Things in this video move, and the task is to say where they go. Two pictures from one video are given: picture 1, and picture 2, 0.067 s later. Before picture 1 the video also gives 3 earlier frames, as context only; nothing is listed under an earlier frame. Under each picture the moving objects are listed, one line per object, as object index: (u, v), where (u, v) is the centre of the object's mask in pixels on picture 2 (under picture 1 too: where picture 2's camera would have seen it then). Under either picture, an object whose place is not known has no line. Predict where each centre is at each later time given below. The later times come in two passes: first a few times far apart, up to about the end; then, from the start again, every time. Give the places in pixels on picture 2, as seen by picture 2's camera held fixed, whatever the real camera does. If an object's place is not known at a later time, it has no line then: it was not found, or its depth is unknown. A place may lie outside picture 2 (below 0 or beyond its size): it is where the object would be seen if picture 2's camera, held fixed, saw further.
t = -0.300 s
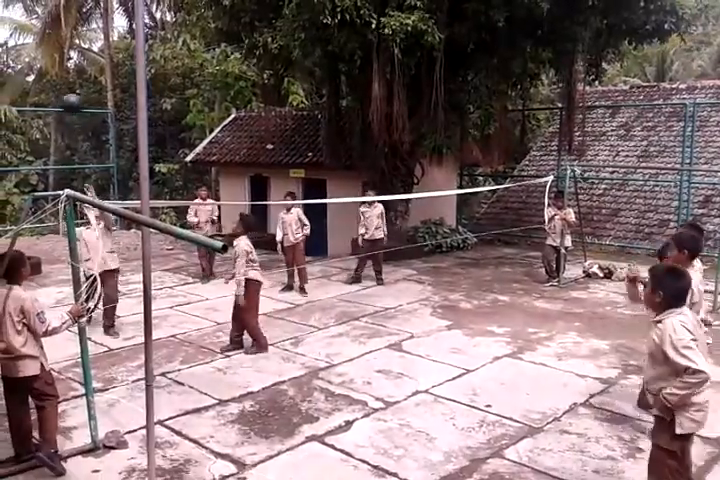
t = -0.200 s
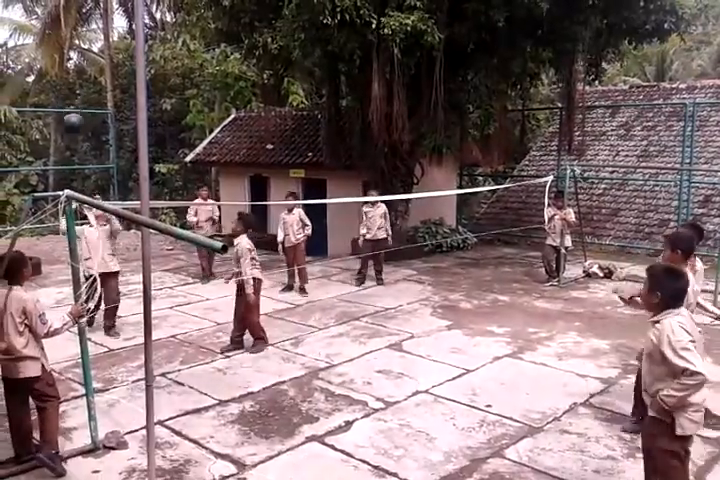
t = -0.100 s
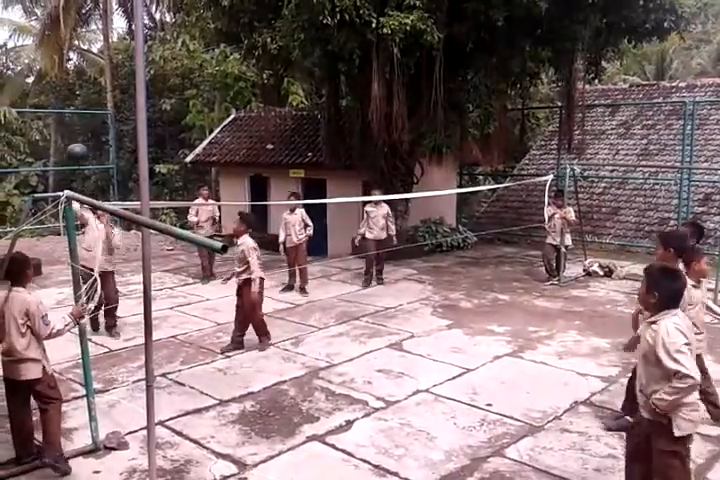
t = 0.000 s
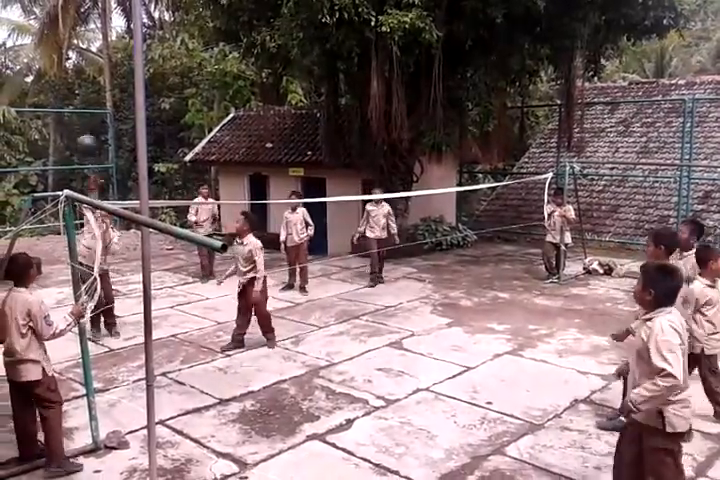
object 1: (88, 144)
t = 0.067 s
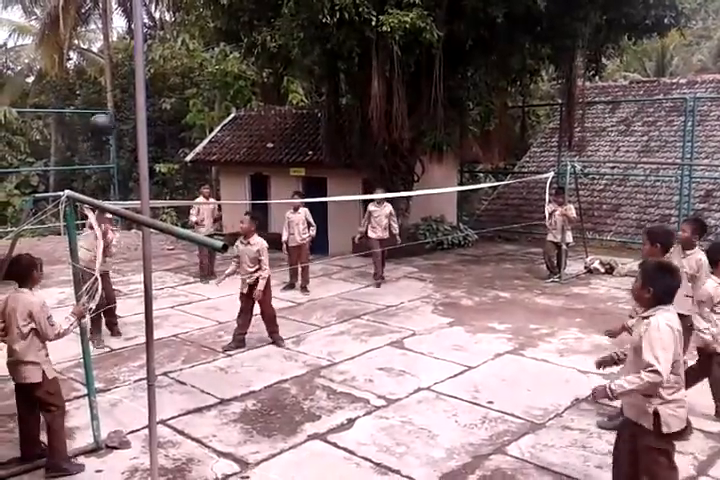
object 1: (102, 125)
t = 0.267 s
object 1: (159, 85)
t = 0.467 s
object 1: (260, 96)
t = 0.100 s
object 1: (108, 117)
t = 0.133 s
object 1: (116, 108)
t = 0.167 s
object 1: (123, 100)
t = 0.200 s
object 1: (128, 91)
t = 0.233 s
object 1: (147, 86)
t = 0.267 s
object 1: (159, 85)
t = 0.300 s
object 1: (167, 82)
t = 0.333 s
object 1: (182, 81)
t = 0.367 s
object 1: (200, 81)
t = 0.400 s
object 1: (217, 84)
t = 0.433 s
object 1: (238, 90)
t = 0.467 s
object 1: (260, 96)
